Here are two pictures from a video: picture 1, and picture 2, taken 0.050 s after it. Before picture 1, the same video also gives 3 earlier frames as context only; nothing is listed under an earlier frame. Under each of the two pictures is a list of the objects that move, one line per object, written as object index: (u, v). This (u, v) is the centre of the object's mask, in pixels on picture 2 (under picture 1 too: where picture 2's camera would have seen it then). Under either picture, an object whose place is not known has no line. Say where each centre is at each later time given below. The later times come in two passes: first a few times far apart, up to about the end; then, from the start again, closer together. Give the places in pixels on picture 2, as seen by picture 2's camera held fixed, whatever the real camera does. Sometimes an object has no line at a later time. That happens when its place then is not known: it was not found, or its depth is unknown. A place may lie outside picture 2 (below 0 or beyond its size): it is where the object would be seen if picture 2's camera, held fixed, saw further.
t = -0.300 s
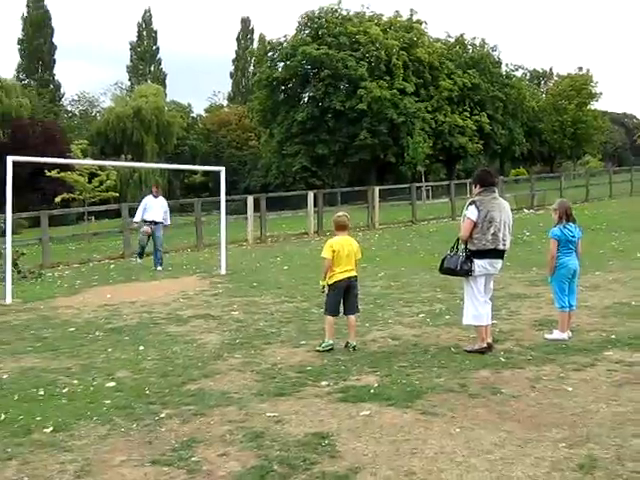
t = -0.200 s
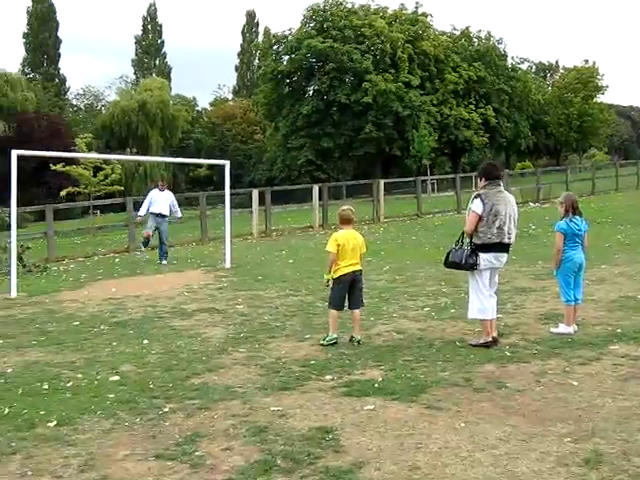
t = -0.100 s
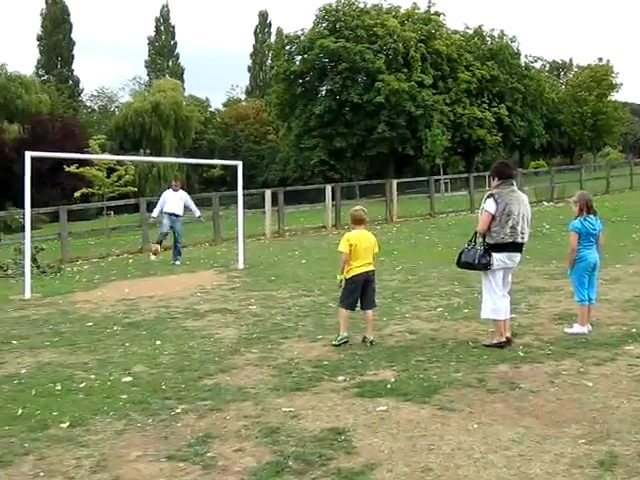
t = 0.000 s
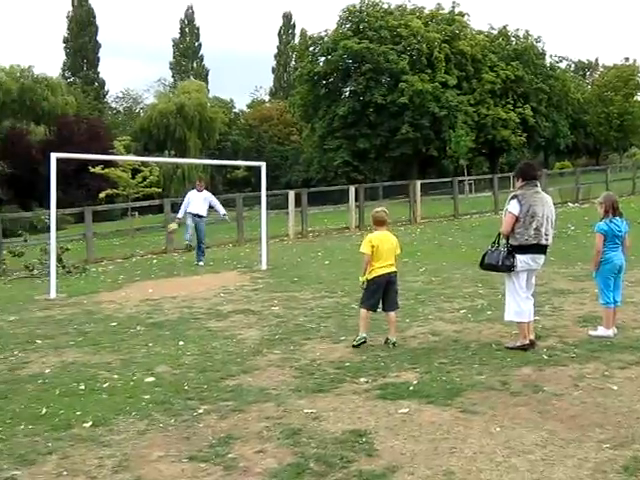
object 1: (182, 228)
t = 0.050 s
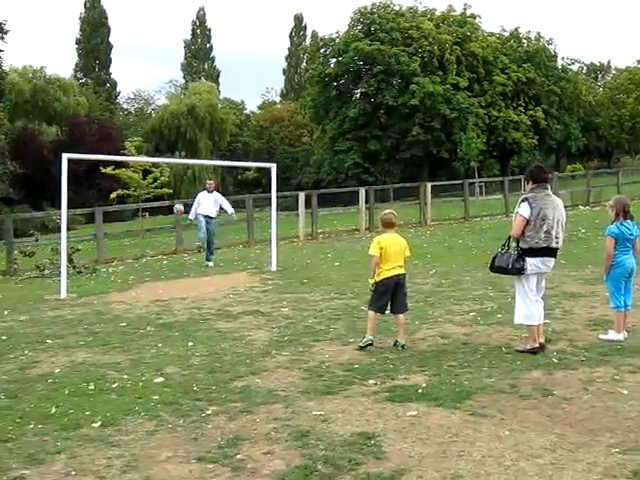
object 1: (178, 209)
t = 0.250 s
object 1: (166, 134)
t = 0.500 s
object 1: (155, 59)
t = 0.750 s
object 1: (139, 23)
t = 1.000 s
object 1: (113, 44)
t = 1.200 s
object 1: (89, 119)
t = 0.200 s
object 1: (168, 152)
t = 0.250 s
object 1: (166, 134)
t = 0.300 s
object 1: (163, 116)
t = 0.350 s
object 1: (160, 104)
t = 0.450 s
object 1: (157, 72)
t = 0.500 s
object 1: (155, 59)
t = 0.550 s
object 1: (152, 48)
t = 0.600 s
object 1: (150, 39)
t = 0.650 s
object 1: (146, 32)
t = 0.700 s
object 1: (143, 27)
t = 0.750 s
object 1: (139, 23)
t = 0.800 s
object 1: (135, 22)
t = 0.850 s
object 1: (130, 24)
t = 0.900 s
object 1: (125, 28)
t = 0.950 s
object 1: (120, 34)
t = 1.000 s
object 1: (113, 44)
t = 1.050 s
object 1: (106, 57)
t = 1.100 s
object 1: (98, 74)
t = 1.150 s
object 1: (93, 93)
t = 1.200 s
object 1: (89, 119)
